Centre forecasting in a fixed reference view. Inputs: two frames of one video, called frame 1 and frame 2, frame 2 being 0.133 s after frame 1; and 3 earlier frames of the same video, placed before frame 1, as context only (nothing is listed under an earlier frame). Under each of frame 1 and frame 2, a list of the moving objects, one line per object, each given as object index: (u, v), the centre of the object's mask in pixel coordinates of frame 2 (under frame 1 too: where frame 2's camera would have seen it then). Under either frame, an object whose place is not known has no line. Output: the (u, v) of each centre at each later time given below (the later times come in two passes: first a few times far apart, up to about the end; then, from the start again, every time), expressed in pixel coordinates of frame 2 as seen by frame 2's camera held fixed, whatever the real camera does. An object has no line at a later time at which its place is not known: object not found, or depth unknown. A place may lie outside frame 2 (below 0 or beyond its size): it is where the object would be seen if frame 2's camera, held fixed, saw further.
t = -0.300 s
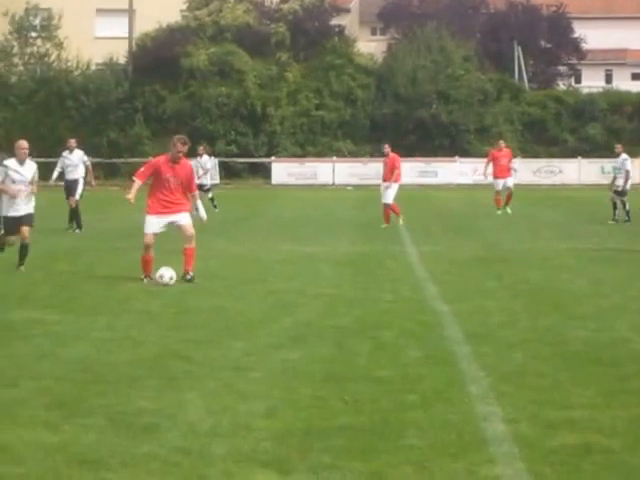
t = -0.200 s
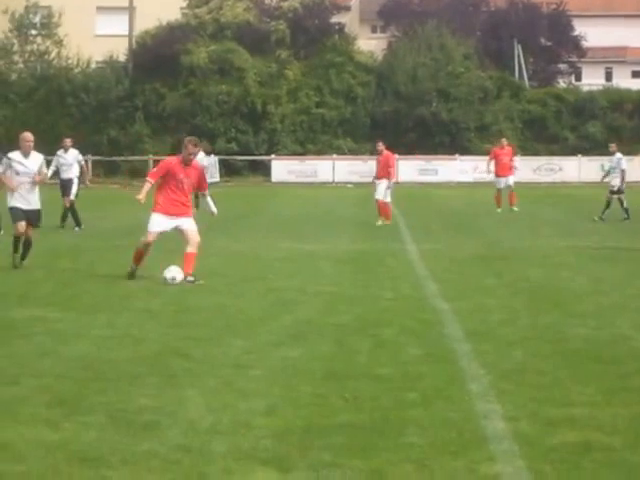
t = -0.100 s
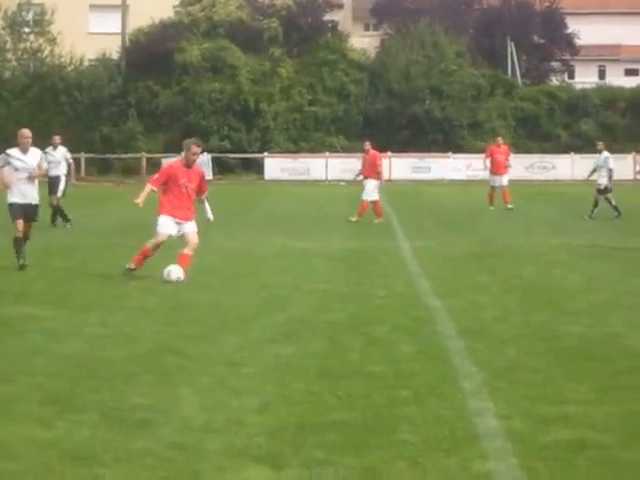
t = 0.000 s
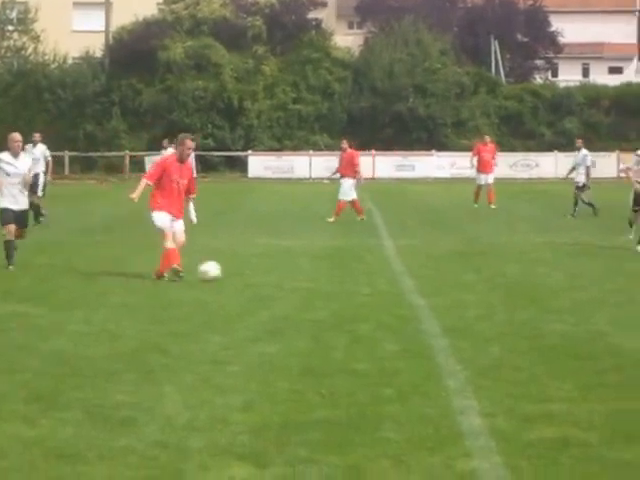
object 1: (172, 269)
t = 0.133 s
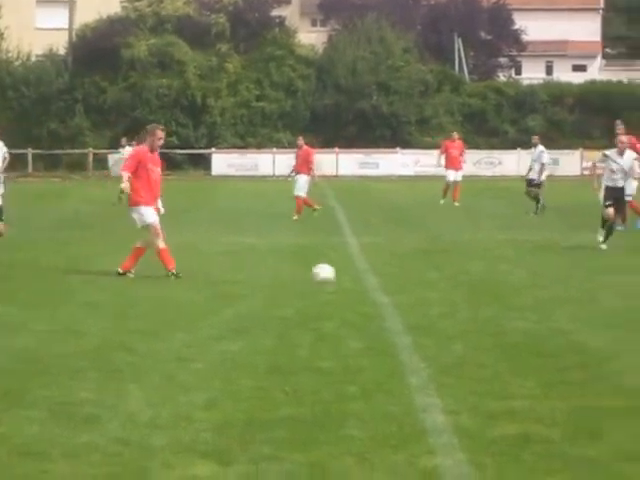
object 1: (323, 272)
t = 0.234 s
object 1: (420, 271)
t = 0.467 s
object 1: (626, 279)
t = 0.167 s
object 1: (360, 275)
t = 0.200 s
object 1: (391, 274)
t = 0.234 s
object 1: (420, 271)
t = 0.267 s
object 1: (450, 269)
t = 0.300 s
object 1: (479, 268)
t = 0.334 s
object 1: (509, 269)
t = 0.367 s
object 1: (539, 271)
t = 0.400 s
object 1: (569, 274)
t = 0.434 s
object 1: (599, 278)
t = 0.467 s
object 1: (626, 279)
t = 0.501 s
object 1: (651, 278)
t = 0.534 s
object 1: (675, 277)
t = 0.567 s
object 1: (699, 277)
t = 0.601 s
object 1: (724, 278)
